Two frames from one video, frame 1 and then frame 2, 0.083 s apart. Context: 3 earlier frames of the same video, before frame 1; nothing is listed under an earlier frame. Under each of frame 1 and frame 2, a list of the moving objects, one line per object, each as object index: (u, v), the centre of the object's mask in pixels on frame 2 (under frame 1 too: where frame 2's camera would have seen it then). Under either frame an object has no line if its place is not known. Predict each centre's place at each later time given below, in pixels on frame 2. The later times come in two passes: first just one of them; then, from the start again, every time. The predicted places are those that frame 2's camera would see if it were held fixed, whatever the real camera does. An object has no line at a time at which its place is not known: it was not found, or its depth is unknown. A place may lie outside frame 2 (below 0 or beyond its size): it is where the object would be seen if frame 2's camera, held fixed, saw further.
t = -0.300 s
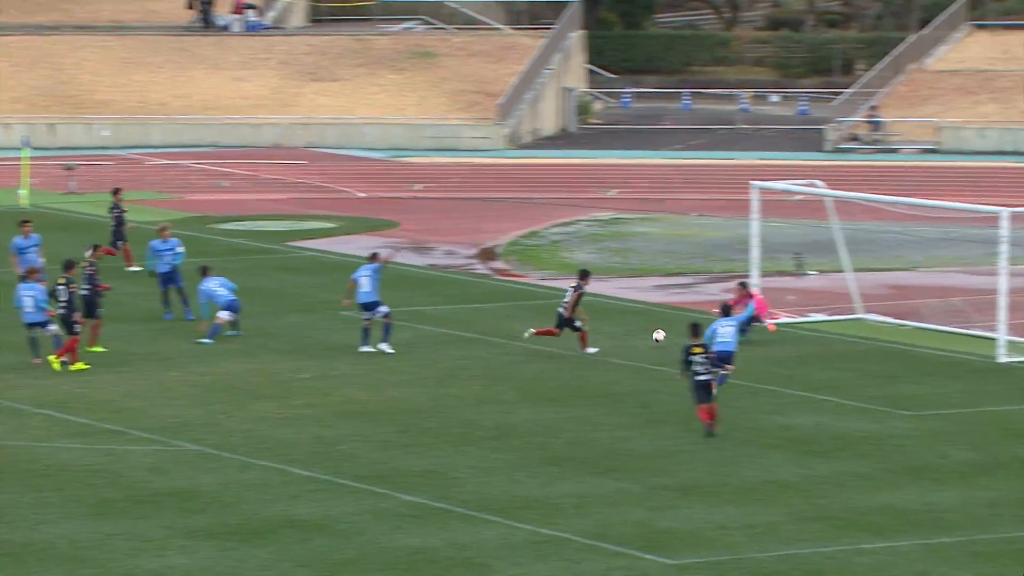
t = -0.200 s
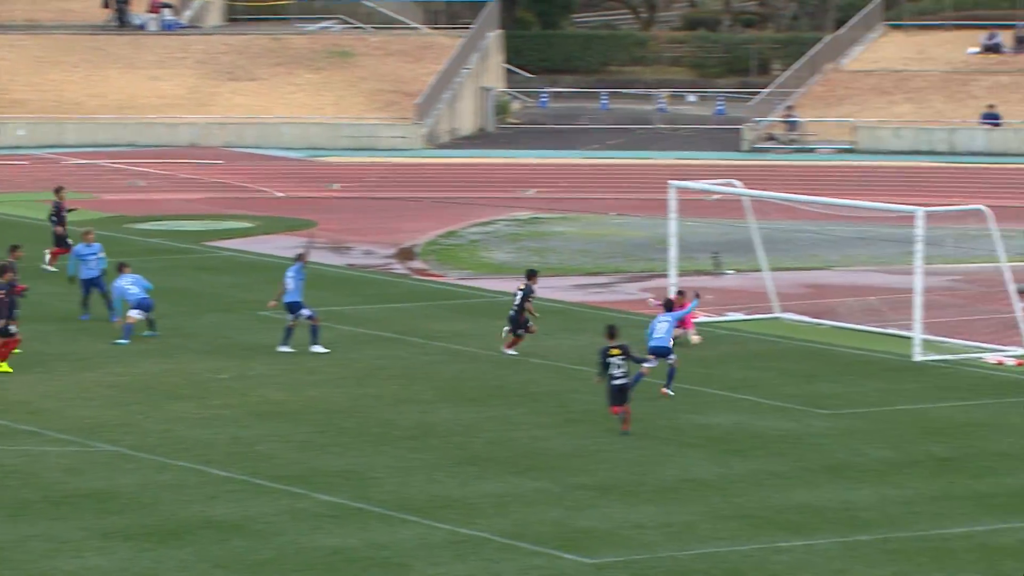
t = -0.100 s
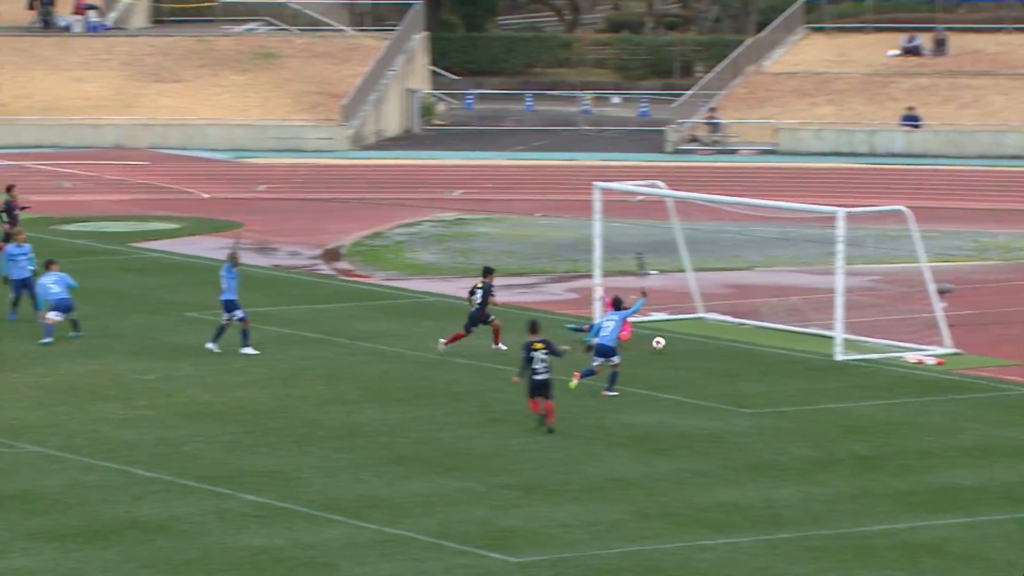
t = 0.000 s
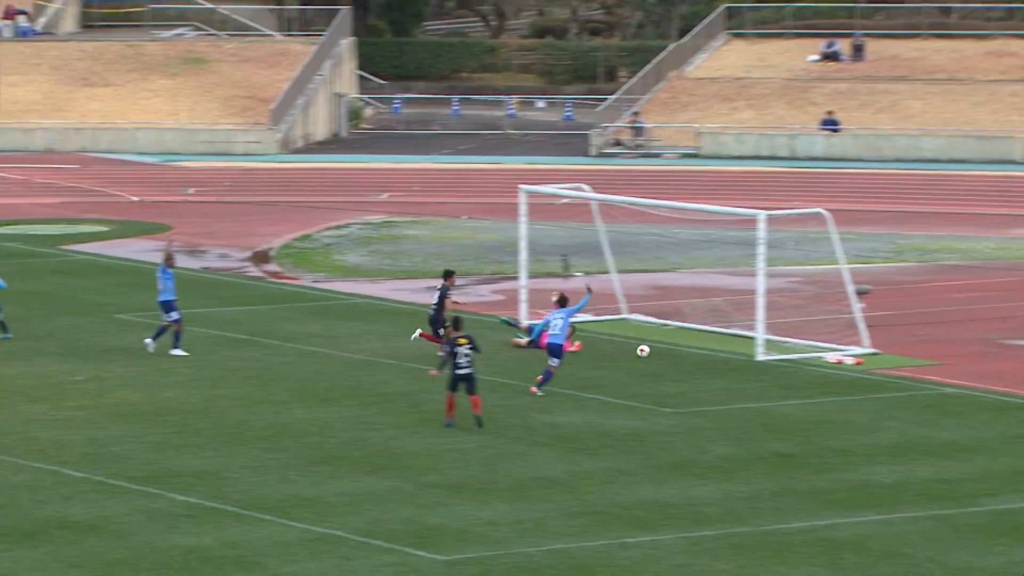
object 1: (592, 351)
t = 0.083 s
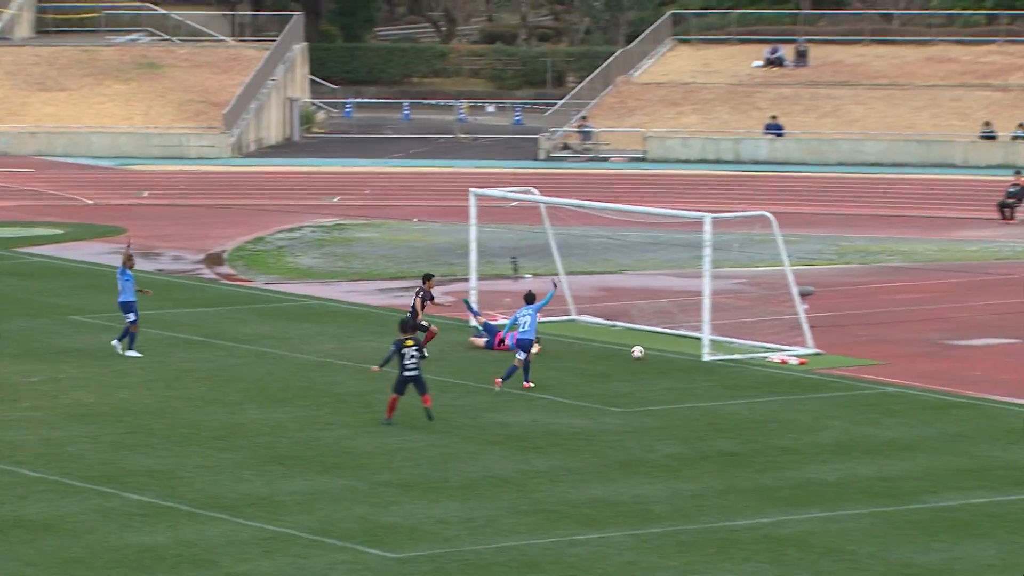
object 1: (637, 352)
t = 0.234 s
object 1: (716, 356)
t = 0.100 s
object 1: (646, 352)
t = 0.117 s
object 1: (656, 353)
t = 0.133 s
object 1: (664, 354)
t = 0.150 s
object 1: (673, 355)
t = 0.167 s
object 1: (683, 356)
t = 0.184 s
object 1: (691, 356)
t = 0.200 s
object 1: (700, 356)
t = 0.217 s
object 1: (707, 356)
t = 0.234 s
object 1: (716, 356)
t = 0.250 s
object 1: (725, 356)
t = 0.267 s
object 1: (733, 356)
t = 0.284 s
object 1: (741, 356)
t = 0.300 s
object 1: (751, 357)
